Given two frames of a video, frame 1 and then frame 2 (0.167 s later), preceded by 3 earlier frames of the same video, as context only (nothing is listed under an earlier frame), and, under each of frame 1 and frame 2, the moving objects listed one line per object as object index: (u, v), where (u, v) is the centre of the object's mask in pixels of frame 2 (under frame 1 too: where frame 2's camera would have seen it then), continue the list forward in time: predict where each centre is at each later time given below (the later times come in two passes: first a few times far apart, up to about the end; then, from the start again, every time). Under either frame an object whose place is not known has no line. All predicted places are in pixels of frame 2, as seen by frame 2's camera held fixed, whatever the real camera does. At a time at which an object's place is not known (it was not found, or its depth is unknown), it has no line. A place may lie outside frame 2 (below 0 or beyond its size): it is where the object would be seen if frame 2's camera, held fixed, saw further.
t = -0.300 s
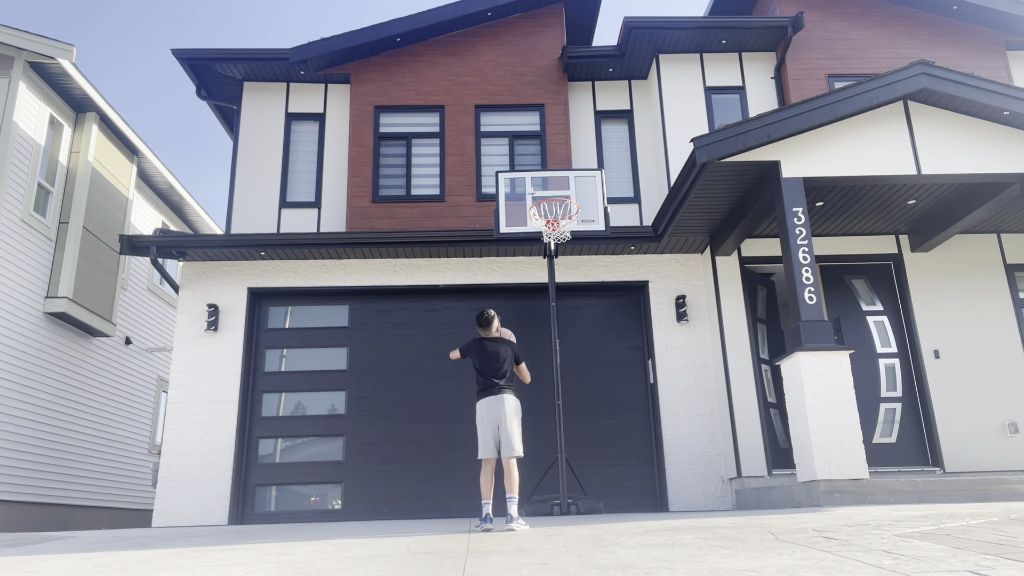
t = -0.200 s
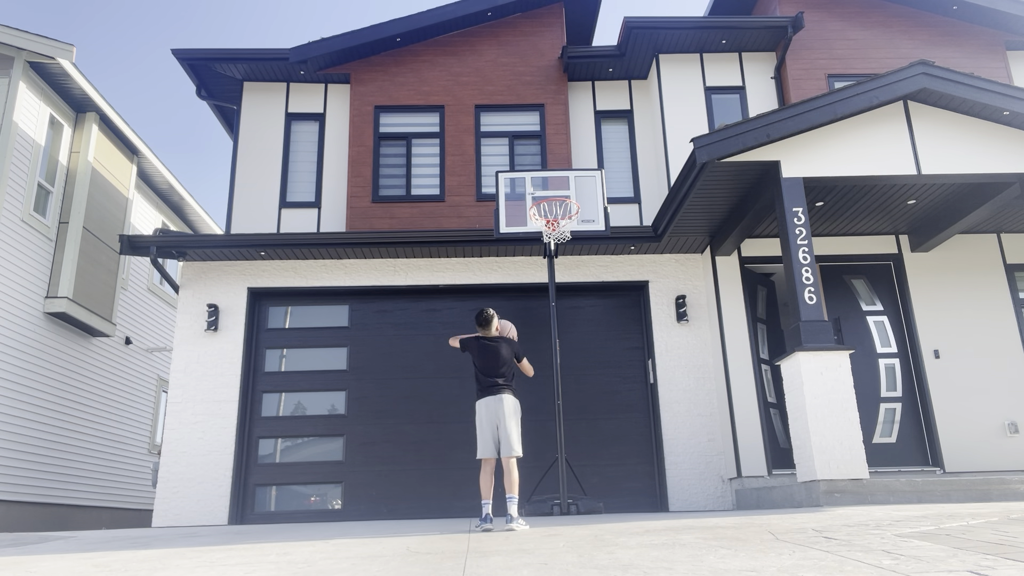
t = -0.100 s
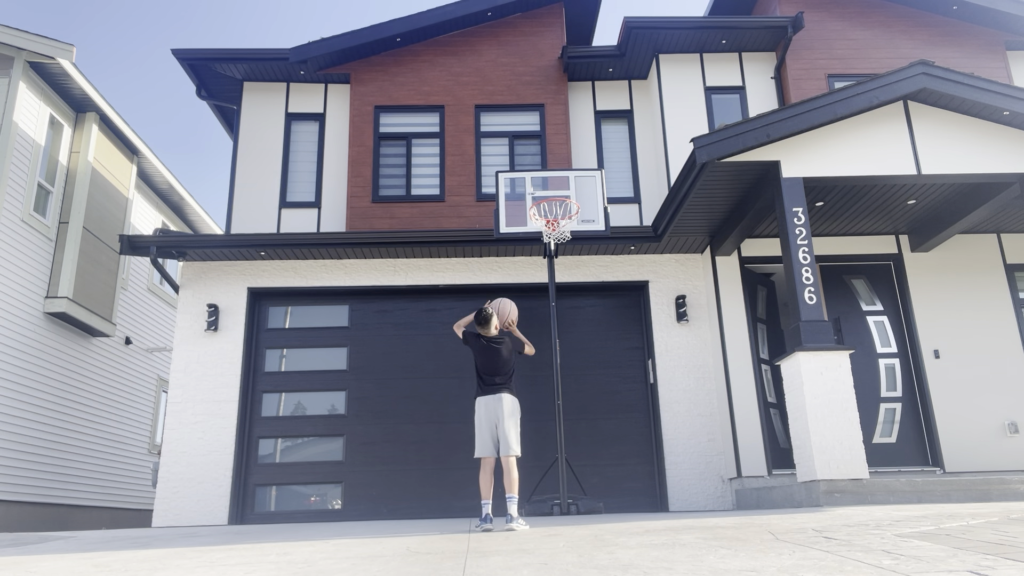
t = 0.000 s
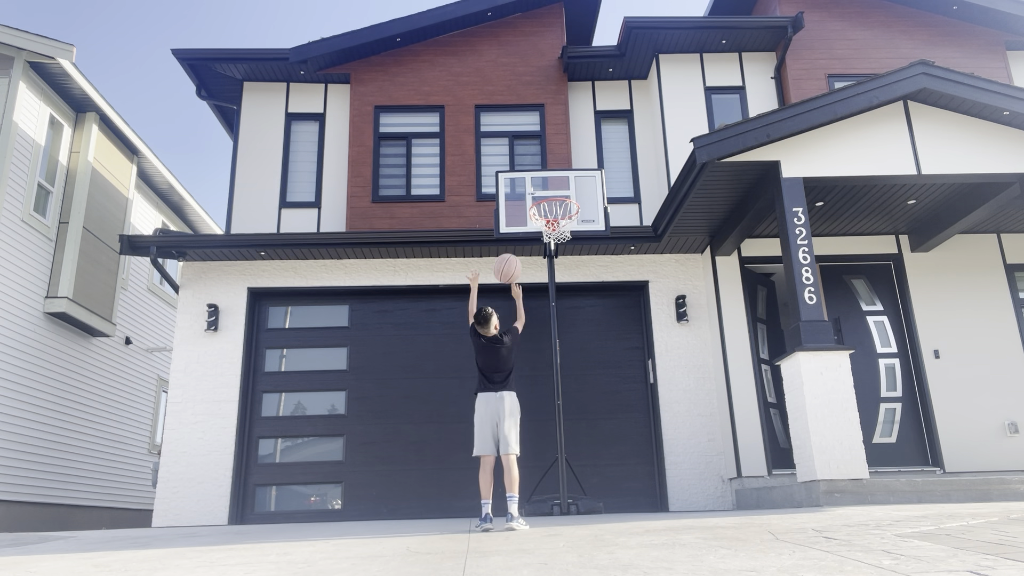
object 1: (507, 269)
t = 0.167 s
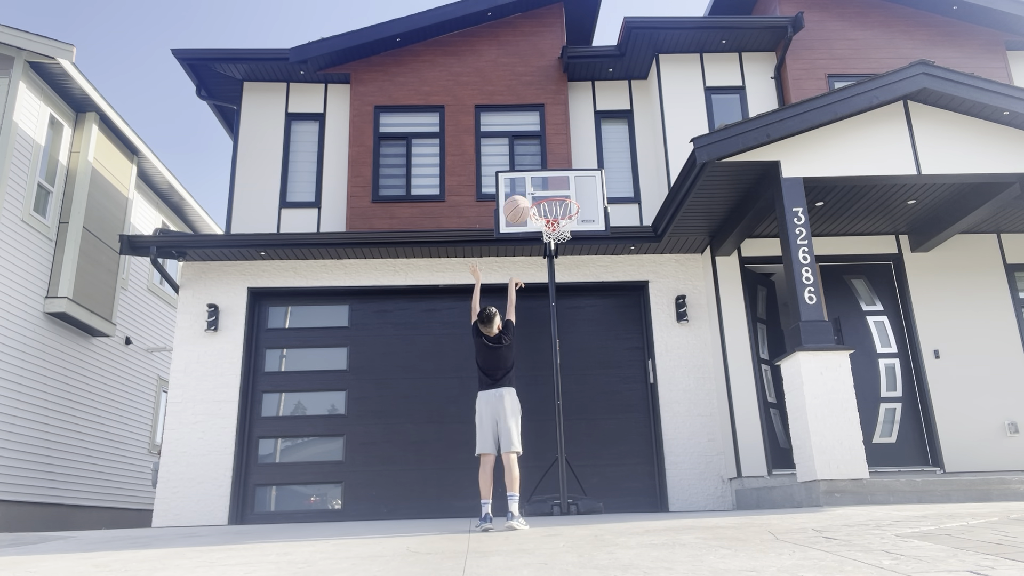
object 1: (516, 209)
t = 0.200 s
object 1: (518, 202)
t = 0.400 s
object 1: (529, 182)
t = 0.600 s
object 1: (540, 199)
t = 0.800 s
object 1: (554, 238)
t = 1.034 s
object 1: (570, 259)
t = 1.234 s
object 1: (587, 322)
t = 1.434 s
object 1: (608, 434)
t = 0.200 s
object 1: (518, 202)
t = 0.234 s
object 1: (520, 196)
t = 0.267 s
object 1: (522, 190)
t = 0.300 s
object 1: (524, 187)
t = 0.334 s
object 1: (525, 184)
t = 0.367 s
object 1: (527, 182)
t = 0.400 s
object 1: (529, 182)
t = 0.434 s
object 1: (531, 182)
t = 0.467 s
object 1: (533, 184)
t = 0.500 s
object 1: (534, 186)
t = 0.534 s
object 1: (536, 190)
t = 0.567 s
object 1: (538, 193)
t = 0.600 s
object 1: (540, 199)
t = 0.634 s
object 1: (543, 204)
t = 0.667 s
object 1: (545, 211)
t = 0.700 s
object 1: (548, 216)
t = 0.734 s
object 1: (550, 222)
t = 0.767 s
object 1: (552, 235)
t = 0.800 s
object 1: (554, 238)
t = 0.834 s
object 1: (556, 238)
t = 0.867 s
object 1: (558, 239)
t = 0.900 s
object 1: (560, 241)
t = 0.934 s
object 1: (563, 244)
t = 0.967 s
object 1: (565, 248)
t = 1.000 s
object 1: (568, 253)
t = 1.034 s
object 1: (570, 259)
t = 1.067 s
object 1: (573, 267)
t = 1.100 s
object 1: (575, 276)
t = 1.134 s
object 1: (578, 285)
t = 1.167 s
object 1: (581, 296)
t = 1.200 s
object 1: (584, 308)
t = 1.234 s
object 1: (587, 322)
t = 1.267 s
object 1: (590, 337)
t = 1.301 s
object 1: (594, 353)
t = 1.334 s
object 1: (597, 371)
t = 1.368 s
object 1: (601, 390)
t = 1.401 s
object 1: (604, 411)
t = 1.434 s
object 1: (608, 434)
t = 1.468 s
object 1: (612, 458)
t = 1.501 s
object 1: (617, 484)
